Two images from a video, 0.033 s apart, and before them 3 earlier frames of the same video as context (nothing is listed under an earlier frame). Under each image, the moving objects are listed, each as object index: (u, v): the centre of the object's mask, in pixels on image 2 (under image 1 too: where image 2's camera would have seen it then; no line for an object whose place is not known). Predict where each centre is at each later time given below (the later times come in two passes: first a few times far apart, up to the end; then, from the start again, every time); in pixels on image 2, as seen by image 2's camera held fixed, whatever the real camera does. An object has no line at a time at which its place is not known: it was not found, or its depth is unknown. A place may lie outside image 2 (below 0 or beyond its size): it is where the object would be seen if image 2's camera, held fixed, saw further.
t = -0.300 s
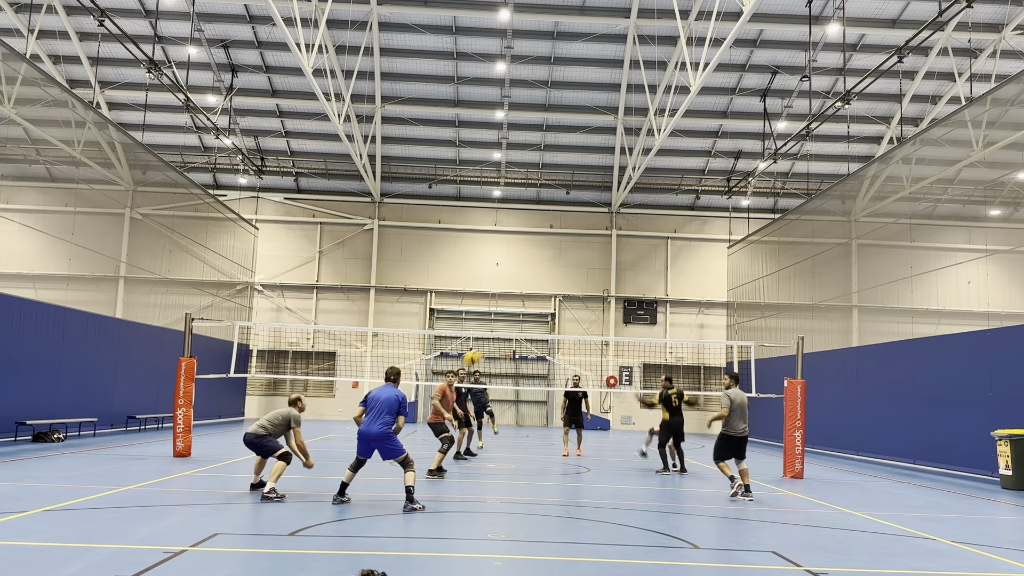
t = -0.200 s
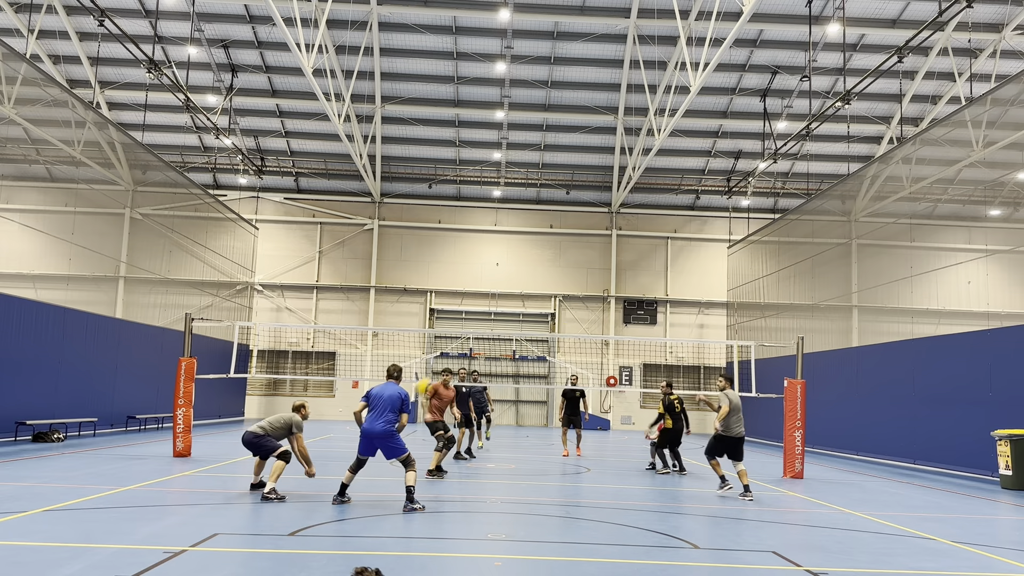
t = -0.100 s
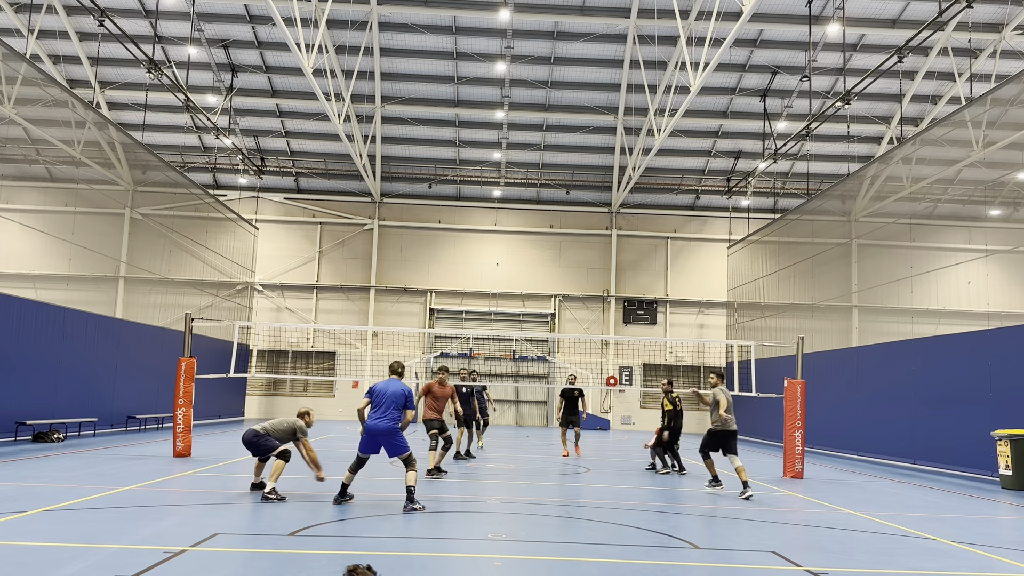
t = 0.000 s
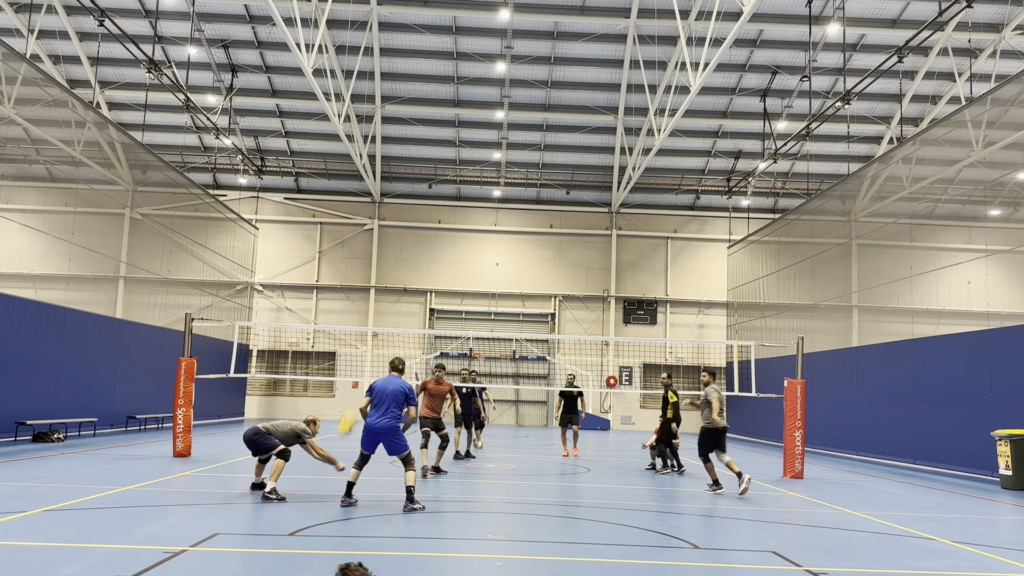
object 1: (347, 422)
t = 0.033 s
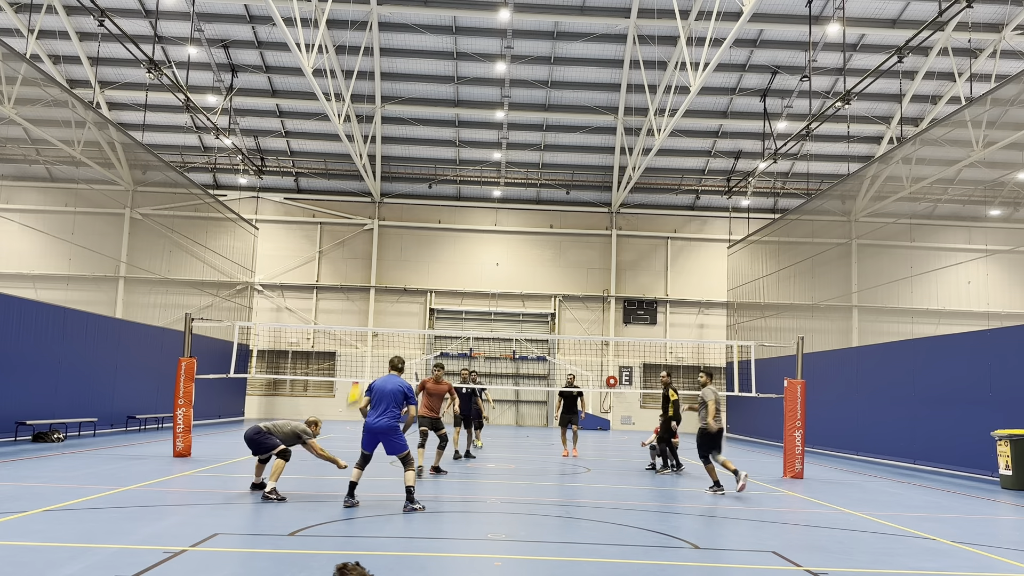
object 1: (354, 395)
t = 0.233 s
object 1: (397, 264)
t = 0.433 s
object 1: (432, 169)
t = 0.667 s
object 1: (465, 97)
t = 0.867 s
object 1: (490, 67)
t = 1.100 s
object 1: (518, 68)
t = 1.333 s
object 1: (545, 108)
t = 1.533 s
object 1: (566, 172)
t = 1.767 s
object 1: (592, 282)
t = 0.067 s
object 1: (362, 373)
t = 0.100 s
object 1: (371, 347)
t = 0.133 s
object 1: (377, 325)
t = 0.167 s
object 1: (385, 304)
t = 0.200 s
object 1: (391, 283)
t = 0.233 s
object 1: (397, 264)
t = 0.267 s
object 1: (404, 245)
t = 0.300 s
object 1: (410, 228)
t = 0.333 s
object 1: (416, 212)
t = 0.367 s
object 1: (421, 196)
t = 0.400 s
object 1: (427, 182)
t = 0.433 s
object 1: (432, 169)
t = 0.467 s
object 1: (437, 156)
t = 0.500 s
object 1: (442, 144)
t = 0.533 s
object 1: (447, 134)
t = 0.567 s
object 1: (452, 123)
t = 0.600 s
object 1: (457, 113)
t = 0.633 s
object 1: (461, 105)
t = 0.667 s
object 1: (465, 97)
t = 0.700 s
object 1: (470, 90)
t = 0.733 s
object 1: (474, 83)
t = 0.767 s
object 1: (478, 78)
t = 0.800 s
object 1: (482, 75)
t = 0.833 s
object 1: (486, 71)
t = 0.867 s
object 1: (490, 67)
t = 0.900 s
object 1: (494, 65)
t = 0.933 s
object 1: (499, 64)
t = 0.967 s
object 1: (503, 63)
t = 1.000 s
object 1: (507, 63)
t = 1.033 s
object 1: (511, 64)
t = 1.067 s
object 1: (514, 66)
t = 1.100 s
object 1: (518, 68)
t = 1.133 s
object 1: (522, 72)
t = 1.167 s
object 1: (526, 76)
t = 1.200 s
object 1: (529, 81)
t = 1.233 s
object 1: (533, 86)
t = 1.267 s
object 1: (537, 93)
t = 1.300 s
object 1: (541, 100)
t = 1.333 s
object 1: (545, 108)
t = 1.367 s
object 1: (548, 117)
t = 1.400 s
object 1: (552, 126)
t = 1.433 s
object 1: (555, 137)
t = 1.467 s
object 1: (559, 147)
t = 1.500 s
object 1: (563, 160)
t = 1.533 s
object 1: (566, 172)
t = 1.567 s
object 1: (570, 186)
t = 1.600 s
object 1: (573, 200)
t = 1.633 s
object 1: (577, 215)
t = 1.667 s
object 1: (580, 231)
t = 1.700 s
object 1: (584, 247)
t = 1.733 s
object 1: (588, 264)
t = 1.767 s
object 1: (592, 282)
